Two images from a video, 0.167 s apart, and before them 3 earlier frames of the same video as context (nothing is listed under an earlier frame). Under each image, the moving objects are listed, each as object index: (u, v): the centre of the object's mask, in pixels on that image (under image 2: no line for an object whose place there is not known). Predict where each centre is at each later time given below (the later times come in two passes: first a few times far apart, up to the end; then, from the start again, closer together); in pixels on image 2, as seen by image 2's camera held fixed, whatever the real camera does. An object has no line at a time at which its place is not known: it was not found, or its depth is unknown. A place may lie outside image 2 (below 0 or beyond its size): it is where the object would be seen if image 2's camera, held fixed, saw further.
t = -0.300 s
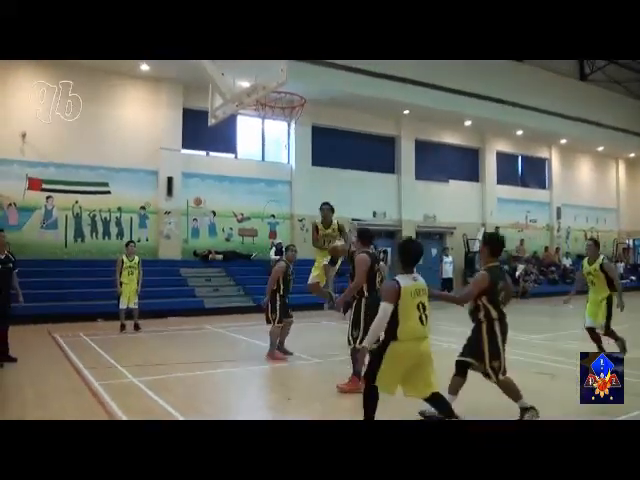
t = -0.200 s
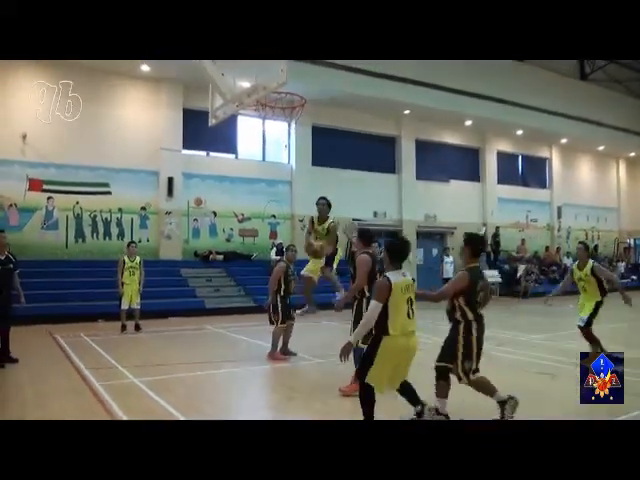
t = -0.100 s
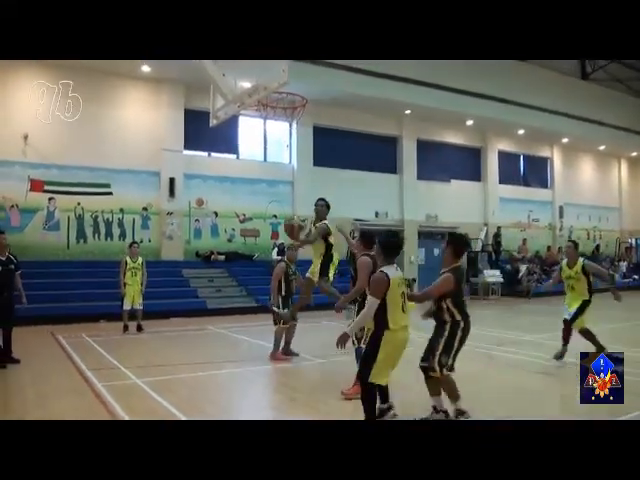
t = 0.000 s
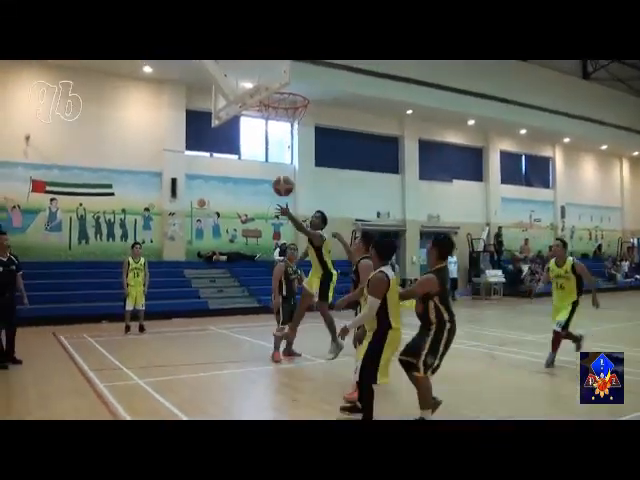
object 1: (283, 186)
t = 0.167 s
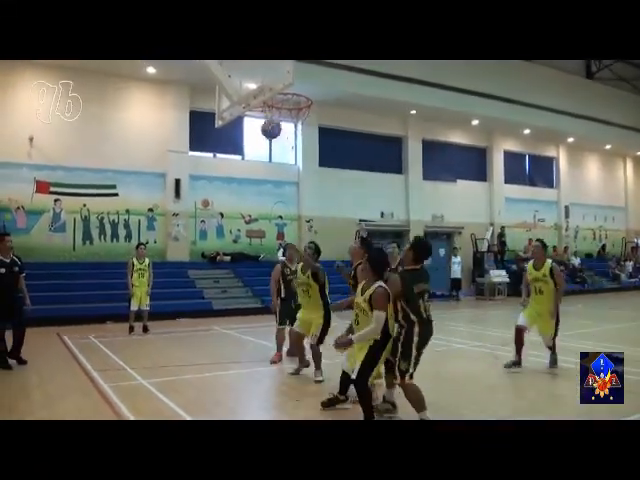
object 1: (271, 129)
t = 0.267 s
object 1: (264, 108)
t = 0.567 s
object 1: (285, 89)
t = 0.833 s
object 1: (301, 137)
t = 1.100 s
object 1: (319, 153)
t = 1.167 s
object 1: (325, 167)
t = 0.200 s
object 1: (268, 119)
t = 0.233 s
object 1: (265, 112)
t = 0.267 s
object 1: (264, 108)
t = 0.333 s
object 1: (251, 85)
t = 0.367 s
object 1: (250, 82)
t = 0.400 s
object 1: (251, 80)
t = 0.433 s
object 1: (256, 78)
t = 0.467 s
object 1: (269, 76)
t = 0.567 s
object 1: (285, 89)
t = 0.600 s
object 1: (287, 92)
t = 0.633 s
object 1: (290, 93)
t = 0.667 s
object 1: (292, 97)
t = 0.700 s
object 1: (298, 104)
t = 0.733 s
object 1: (299, 111)
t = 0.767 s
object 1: (300, 119)
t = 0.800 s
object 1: (301, 127)
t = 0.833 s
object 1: (301, 137)
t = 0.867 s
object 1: (303, 141)
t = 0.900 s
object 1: (305, 140)
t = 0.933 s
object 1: (306, 139)
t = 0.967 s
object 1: (309, 140)
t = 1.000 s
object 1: (312, 142)
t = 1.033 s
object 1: (314, 145)
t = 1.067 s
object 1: (316, 149)
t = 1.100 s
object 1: (319, 153)
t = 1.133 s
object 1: (322, 160)
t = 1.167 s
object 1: (325, 167)
